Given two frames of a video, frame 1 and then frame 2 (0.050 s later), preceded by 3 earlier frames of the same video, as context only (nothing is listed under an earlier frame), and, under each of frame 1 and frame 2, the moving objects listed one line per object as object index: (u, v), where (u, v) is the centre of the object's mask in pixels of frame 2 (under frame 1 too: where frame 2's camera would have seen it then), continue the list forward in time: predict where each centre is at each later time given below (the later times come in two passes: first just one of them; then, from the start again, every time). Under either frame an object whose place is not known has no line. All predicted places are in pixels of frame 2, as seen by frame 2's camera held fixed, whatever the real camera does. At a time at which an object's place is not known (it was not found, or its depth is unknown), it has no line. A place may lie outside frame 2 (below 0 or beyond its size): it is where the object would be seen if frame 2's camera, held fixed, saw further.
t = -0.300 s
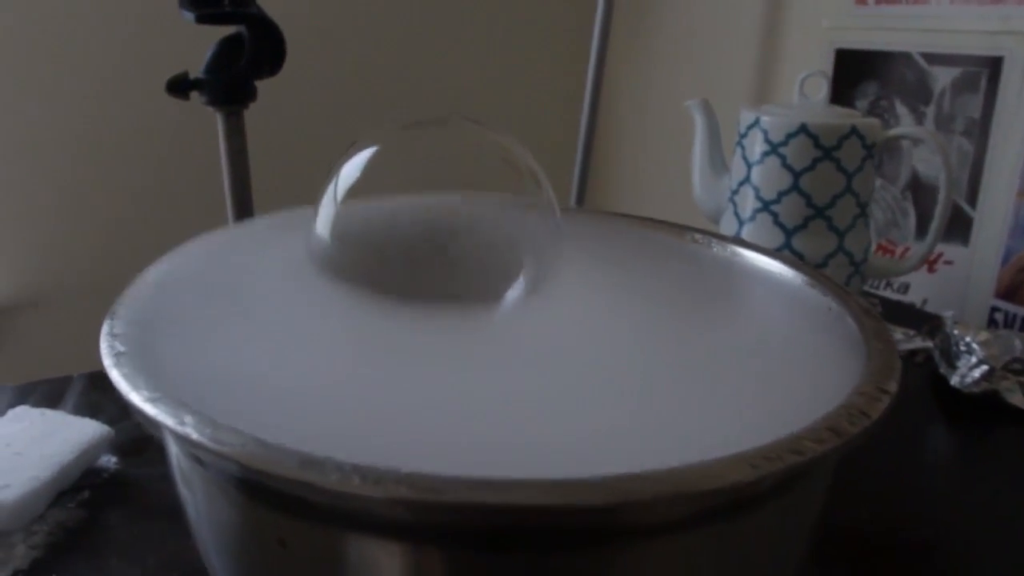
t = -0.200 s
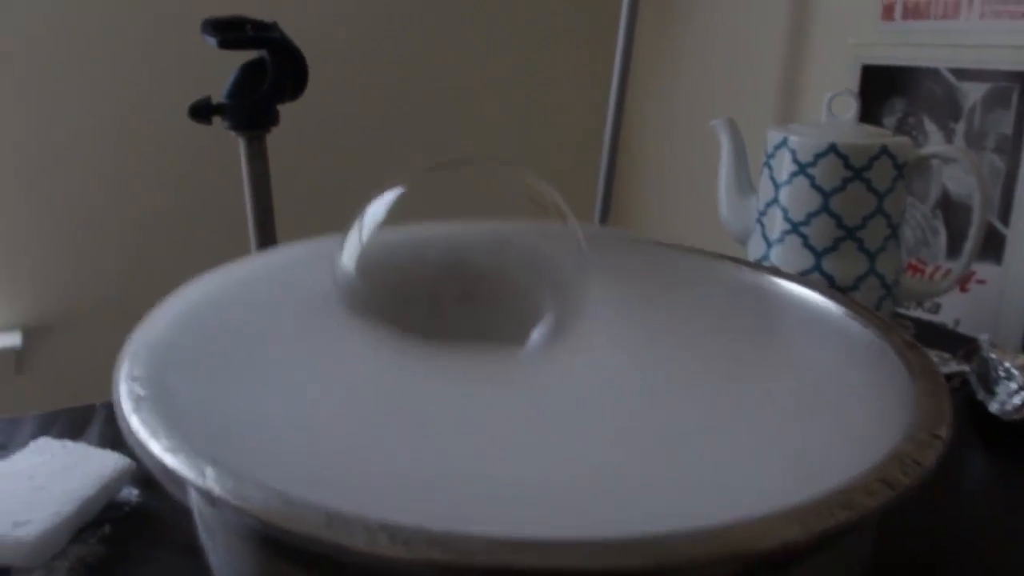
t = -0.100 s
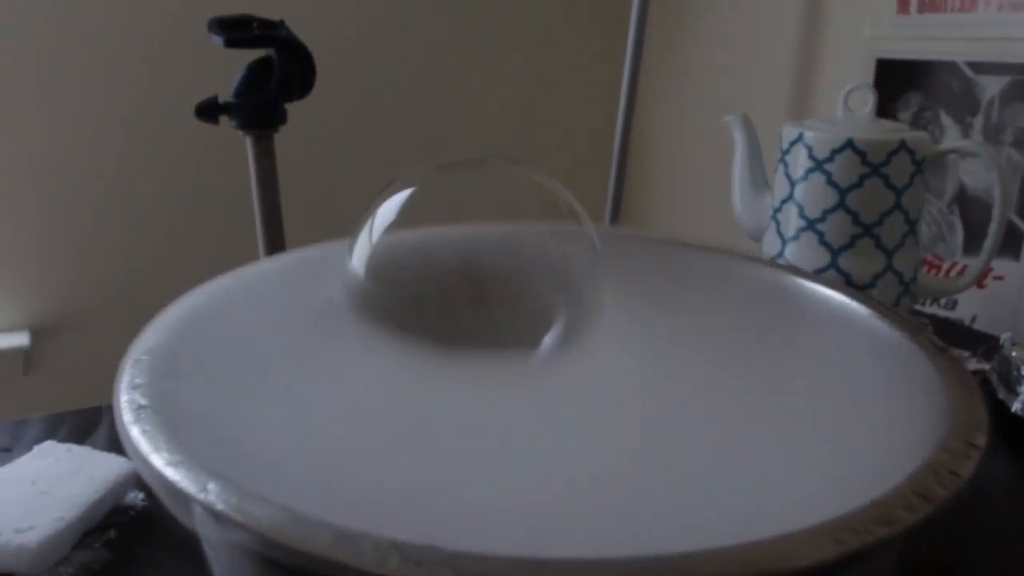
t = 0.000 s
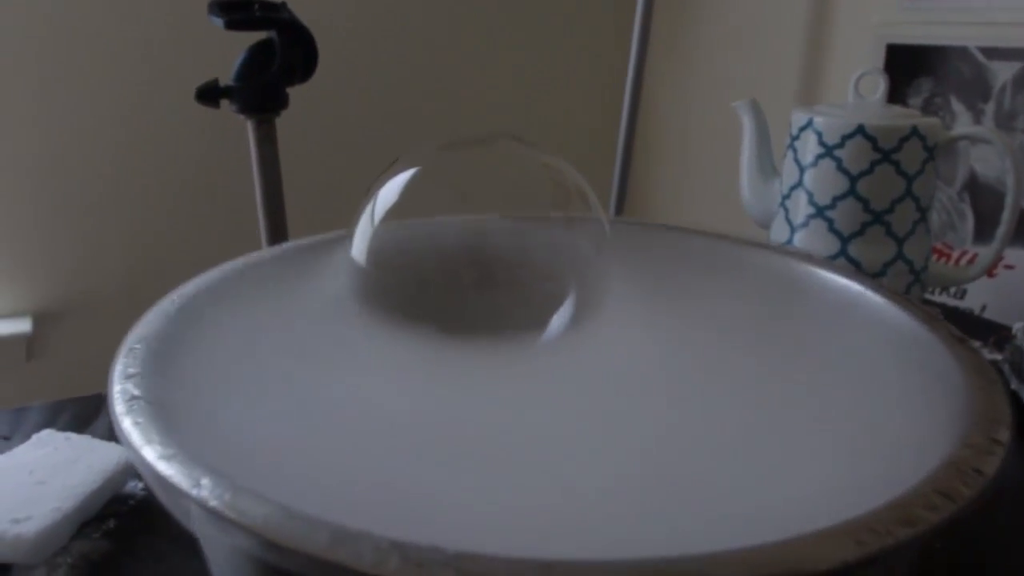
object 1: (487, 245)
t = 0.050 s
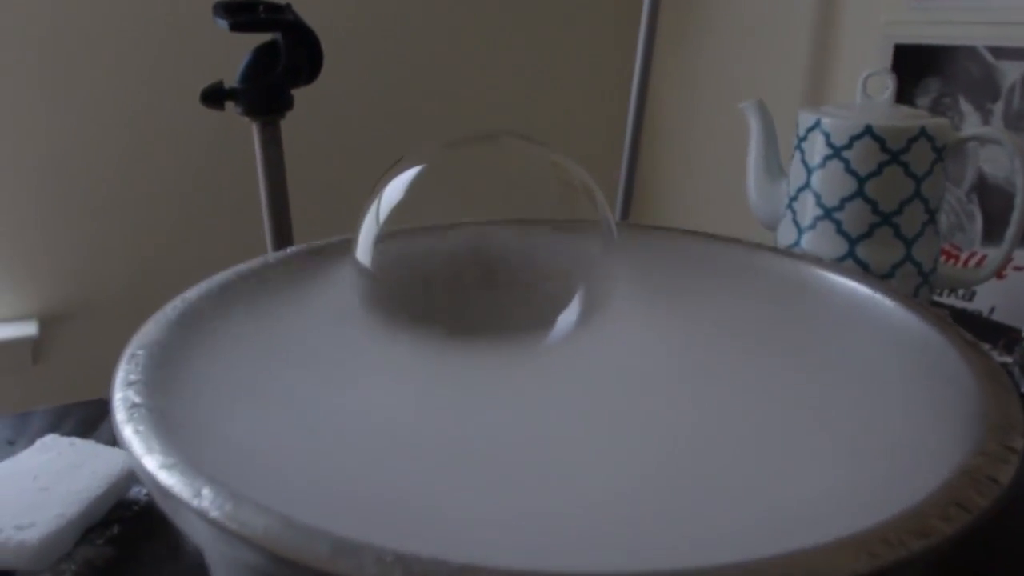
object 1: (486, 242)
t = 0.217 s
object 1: (486, 231)
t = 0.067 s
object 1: (486, 241)
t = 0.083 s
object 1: (486, 239)
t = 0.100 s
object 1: (486, 238)
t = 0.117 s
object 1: (486, 237)
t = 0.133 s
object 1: (486, 236)
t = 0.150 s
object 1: (486, 235)
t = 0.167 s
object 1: (486, 233)
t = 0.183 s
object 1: (487, 232)
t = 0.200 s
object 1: (486, 232)
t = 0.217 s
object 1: (486, 231)
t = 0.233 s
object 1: (486, 230)
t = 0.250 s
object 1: (486, 228)
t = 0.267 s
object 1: (486, 228)
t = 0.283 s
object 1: (486, 227)
